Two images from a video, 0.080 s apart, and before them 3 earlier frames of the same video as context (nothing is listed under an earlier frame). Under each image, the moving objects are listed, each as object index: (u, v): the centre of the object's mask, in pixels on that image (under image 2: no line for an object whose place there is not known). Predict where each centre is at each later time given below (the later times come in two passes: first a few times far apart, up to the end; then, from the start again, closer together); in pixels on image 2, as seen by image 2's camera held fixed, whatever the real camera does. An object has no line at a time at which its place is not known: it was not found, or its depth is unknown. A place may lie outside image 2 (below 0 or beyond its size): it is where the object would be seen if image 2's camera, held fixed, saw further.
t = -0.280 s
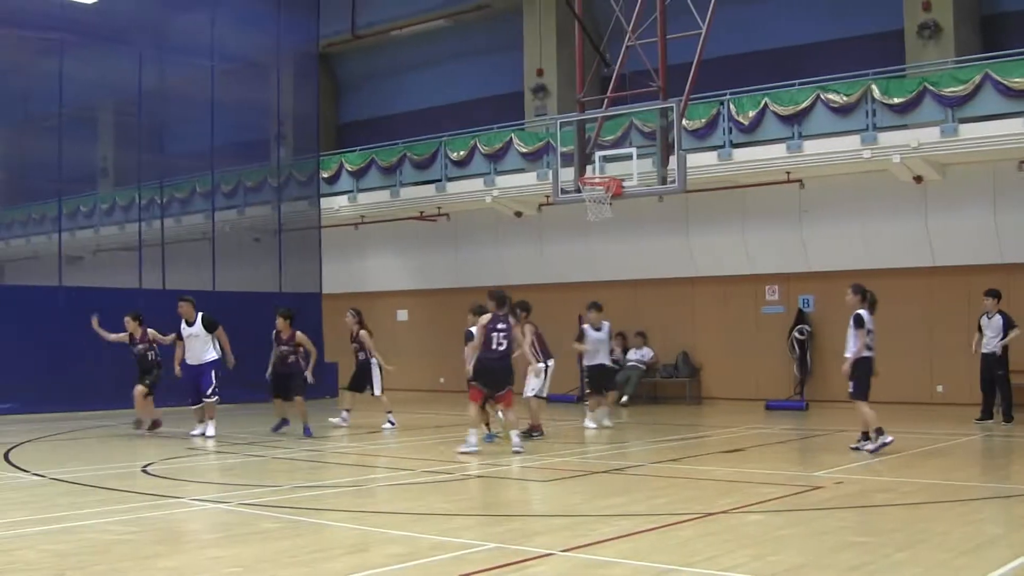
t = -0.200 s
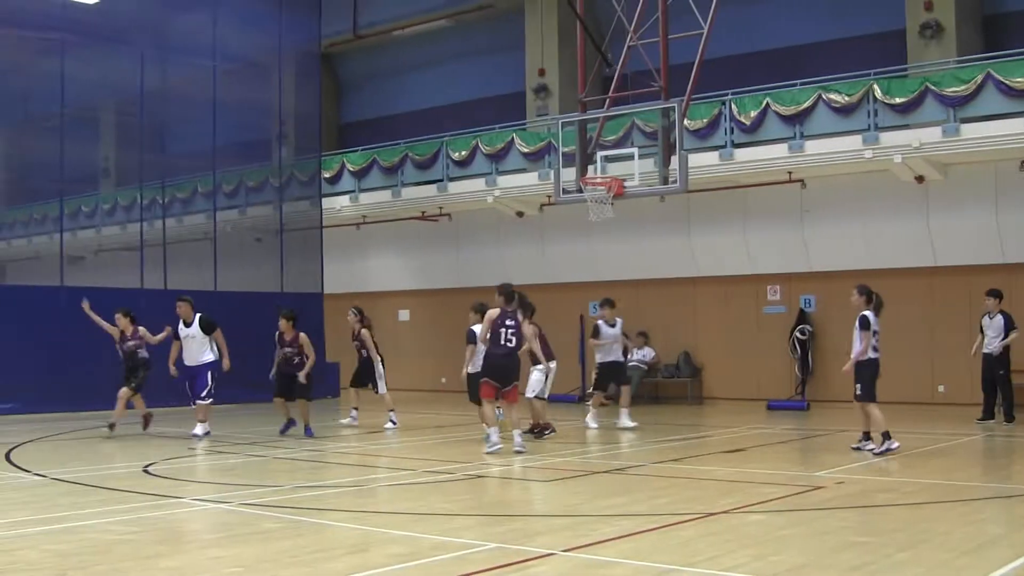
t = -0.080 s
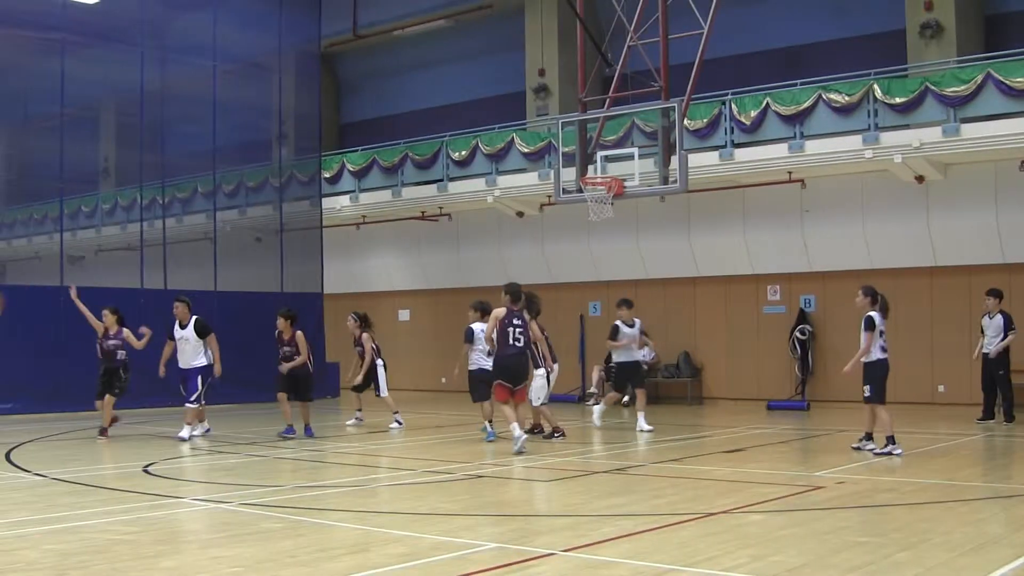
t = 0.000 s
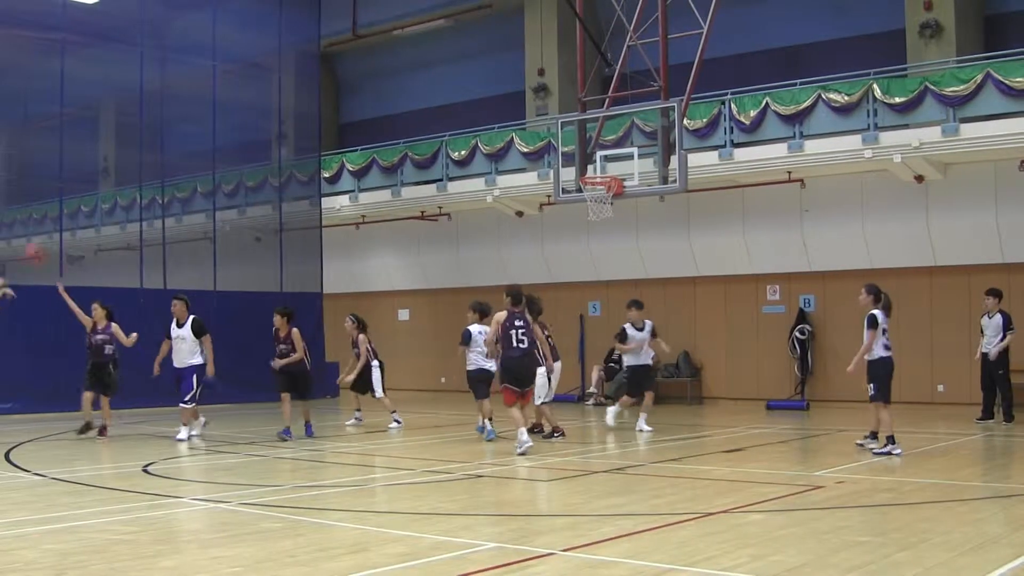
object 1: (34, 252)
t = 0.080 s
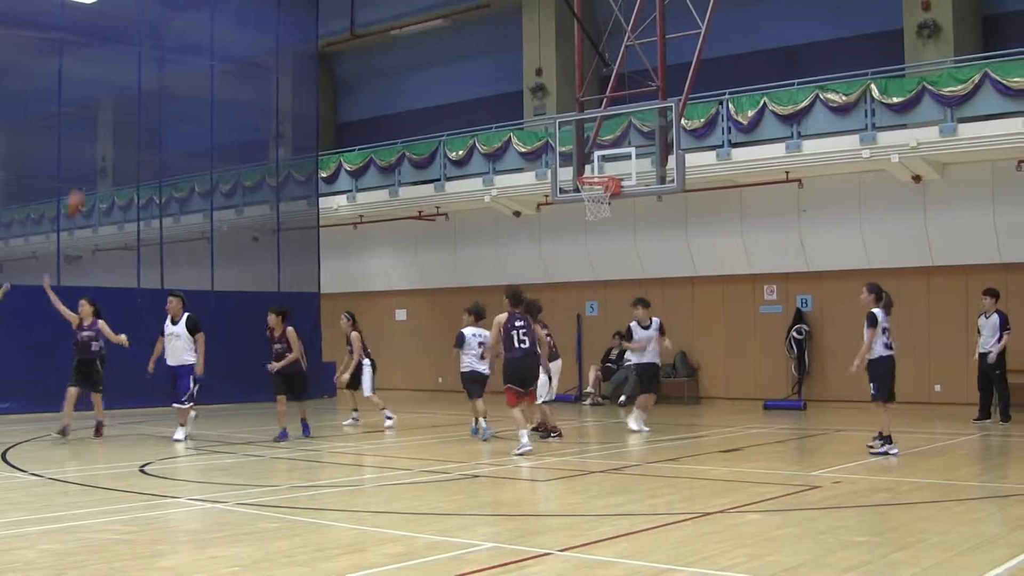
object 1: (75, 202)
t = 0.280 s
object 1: (179, 110)
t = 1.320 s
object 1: (645, 169)
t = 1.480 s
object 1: (640, 225)
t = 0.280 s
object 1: (179, 110)
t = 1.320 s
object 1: (645, 169)
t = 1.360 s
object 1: (644, 181)
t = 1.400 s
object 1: (643, 195)
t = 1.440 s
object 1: (642, 209)
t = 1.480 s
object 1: (640, 225)
